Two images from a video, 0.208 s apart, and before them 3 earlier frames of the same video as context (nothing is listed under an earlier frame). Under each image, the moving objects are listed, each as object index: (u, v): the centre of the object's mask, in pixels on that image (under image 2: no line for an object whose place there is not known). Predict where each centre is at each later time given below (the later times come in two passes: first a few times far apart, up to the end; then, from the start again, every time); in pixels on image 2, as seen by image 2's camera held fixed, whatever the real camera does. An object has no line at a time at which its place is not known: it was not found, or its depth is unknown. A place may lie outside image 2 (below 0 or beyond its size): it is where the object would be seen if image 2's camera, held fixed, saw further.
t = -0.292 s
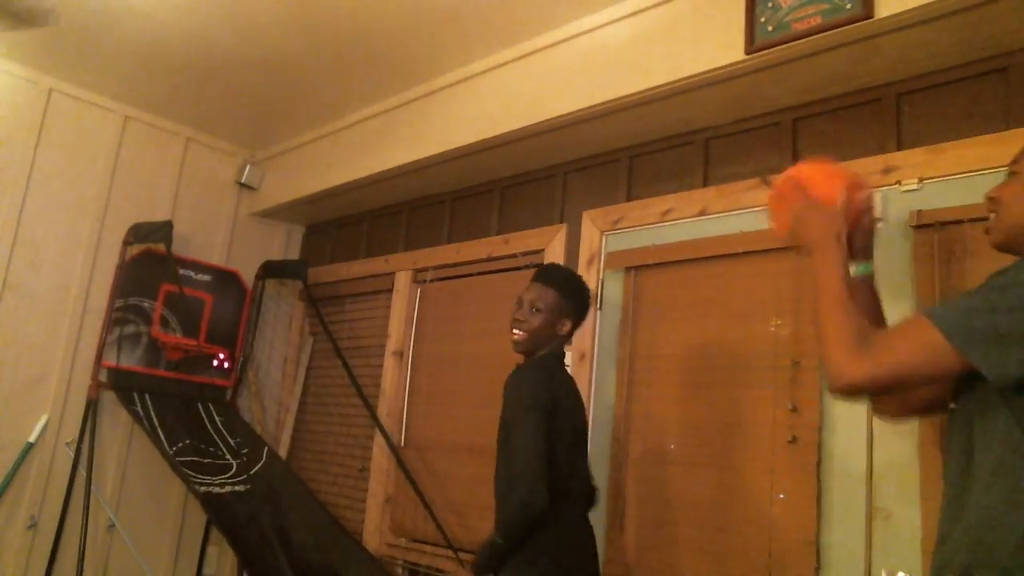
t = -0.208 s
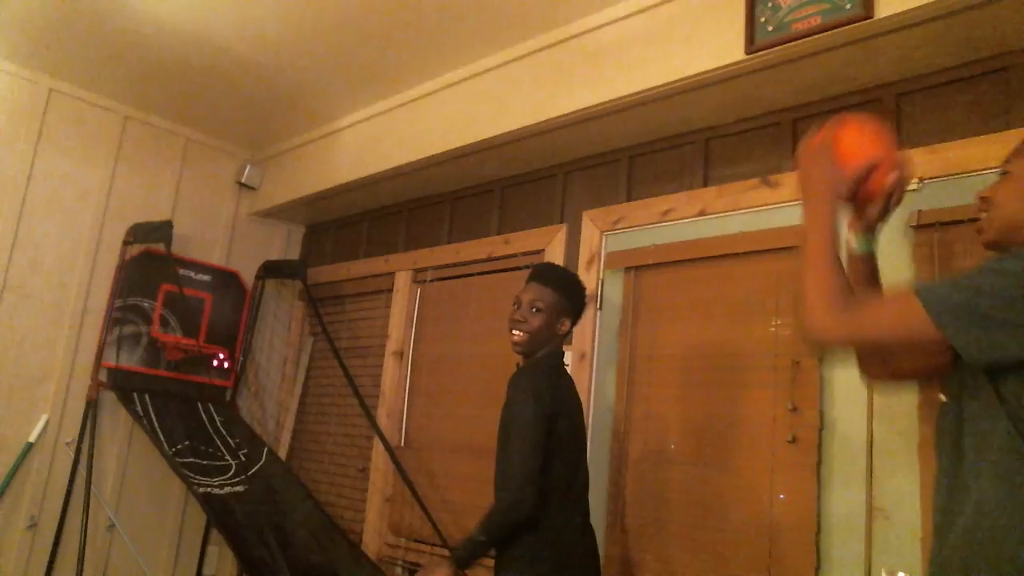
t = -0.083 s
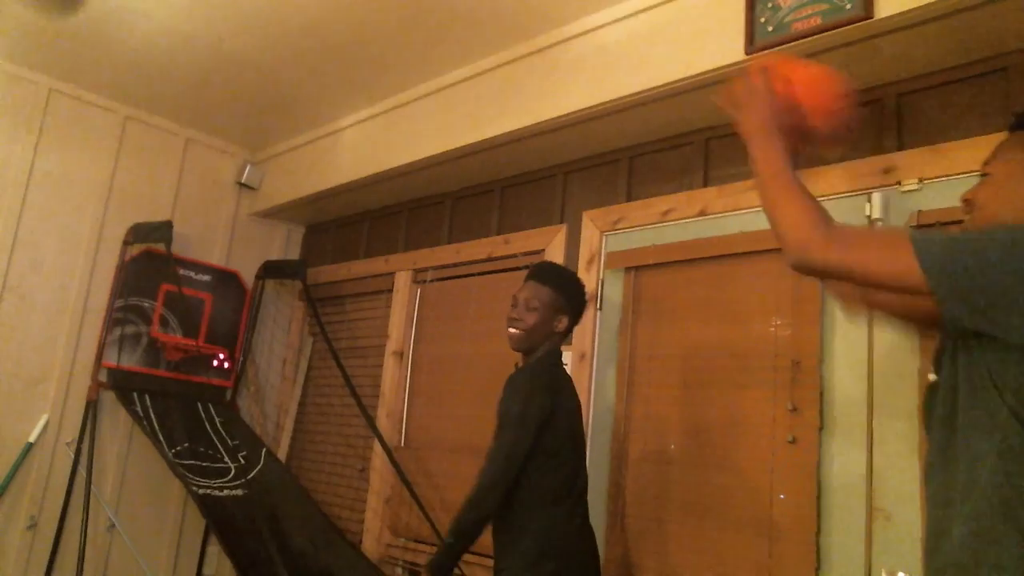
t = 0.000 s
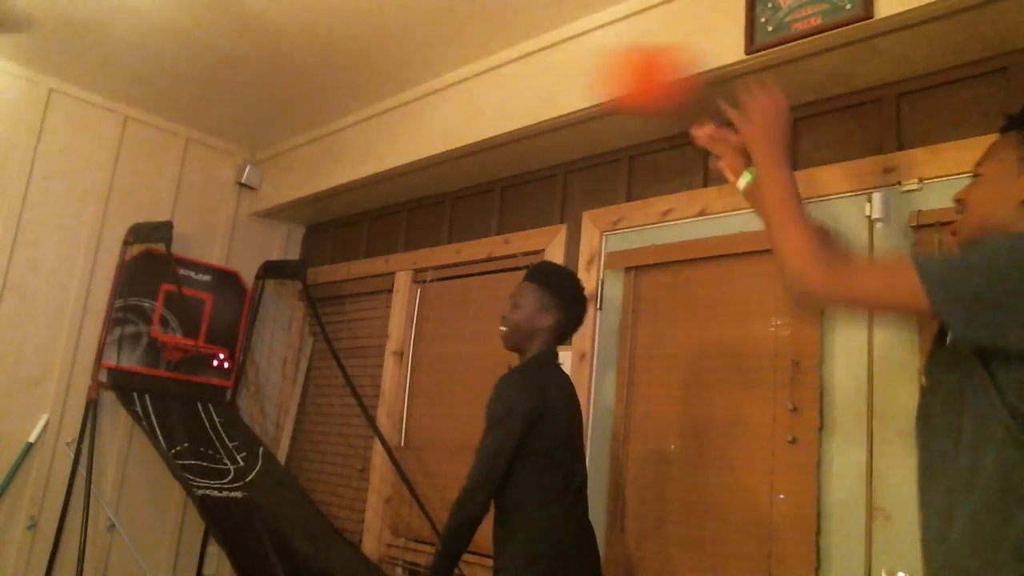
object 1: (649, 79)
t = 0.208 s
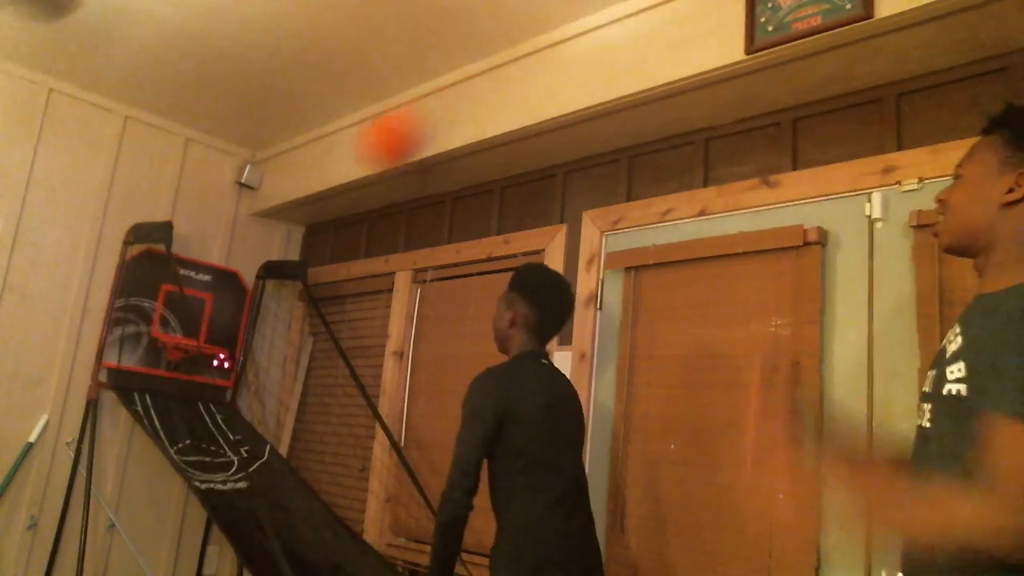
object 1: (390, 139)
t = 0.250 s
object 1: (354, 161)
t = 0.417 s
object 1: (226, 280)
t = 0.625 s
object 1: (236, 416)
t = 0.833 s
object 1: (284, 447)
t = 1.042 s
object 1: (301, 510)
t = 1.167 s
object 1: (308, 560)
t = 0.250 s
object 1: (354, 161)
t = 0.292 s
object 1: (319, 189)
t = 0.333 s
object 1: (286, 216)
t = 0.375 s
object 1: (258, 243)
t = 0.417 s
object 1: (226, 280)
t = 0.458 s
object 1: (203, 310)
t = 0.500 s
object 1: (180, 346)
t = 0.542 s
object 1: (196, 368)
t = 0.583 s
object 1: (215, 390)
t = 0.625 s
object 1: (236, 416)
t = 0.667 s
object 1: (246, 429)
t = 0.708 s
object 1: (259, 435)
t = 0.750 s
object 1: (269, 438)
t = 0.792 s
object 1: (278, 442)
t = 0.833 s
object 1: (284, 447)
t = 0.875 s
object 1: (291, 456)
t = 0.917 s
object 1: (294, 465)
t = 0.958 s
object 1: (298, 478)
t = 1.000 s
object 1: (299, 493)
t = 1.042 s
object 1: (301, 510)
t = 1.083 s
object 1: (304, 527)
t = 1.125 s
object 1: (307, 546)
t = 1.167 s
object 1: (308, 560)
